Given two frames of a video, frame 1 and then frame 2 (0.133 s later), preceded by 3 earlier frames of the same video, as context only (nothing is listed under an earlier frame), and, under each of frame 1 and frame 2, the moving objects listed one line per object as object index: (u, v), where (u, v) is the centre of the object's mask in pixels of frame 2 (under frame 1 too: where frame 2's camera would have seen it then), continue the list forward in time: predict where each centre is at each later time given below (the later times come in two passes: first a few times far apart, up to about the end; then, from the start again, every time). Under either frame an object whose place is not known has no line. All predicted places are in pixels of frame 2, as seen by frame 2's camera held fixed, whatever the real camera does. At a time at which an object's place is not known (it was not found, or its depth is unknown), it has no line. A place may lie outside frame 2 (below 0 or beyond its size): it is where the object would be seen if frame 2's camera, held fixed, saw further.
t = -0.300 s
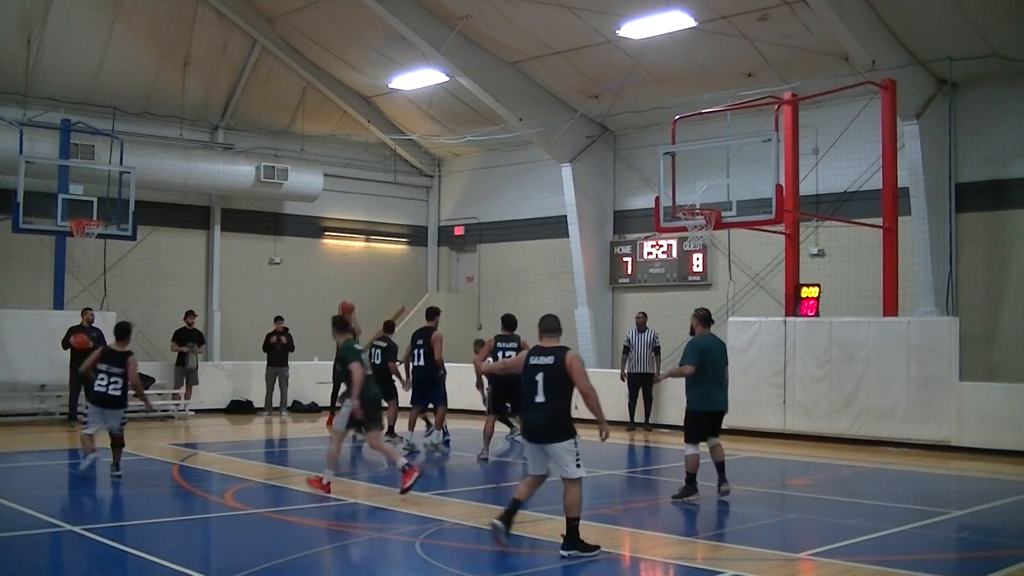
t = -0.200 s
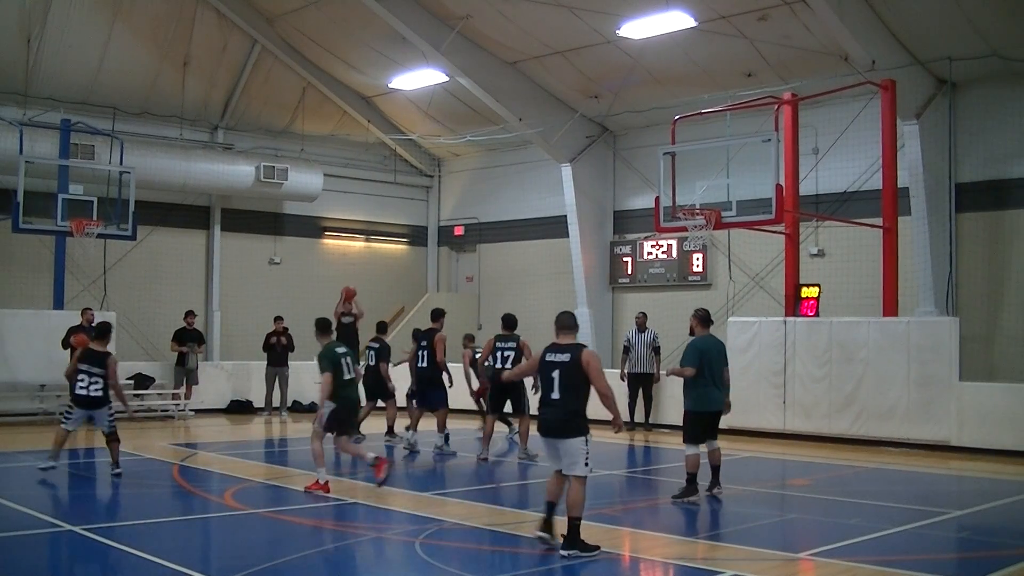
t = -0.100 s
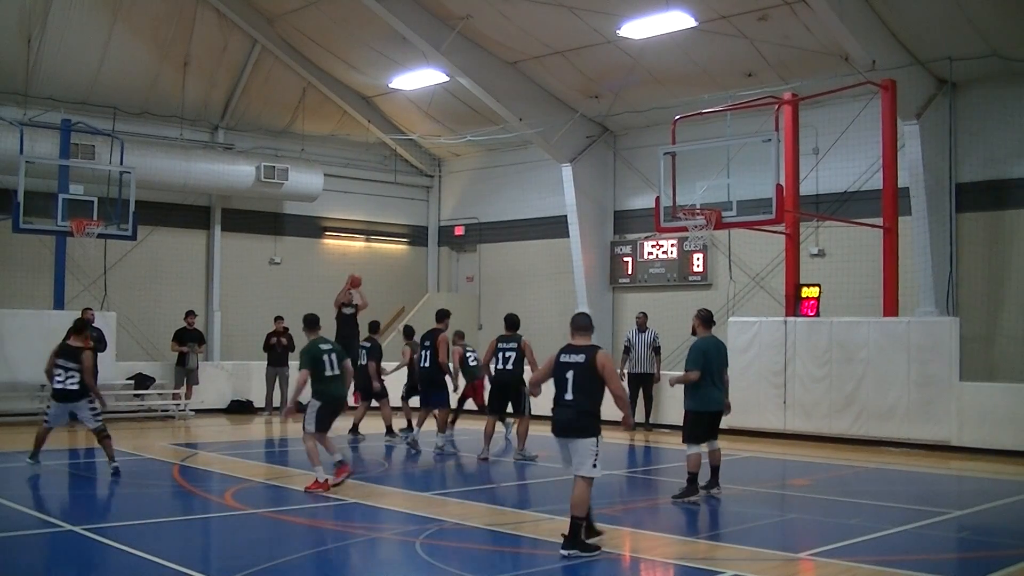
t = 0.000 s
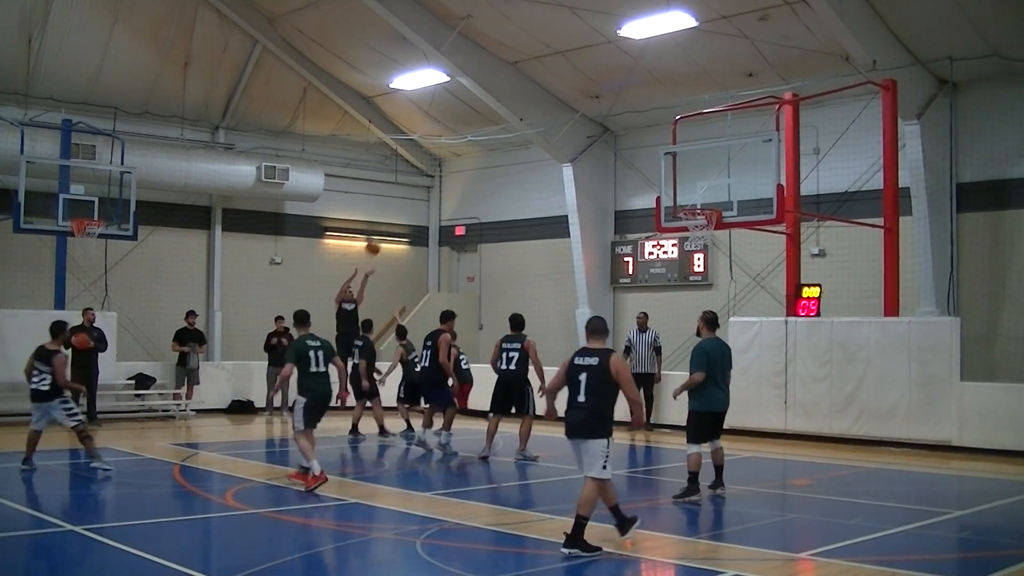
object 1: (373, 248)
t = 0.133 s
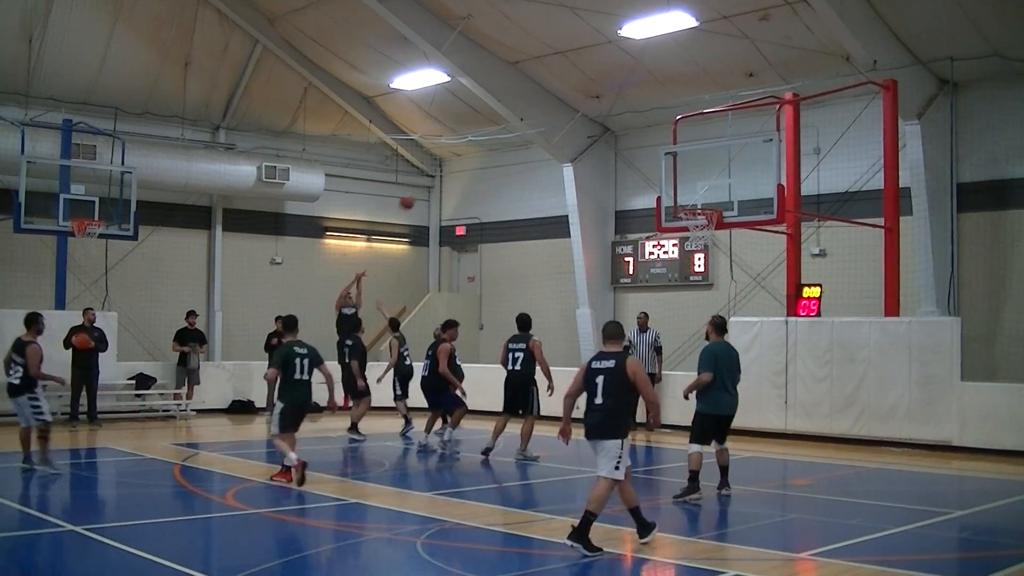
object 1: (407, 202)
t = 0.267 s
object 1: (442, 166)
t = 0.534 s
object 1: (517, 123)
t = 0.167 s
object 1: (415, 192)
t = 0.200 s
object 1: (424, 183)
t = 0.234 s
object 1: (433, 174)
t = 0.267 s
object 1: (442, 166)
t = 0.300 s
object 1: (450, 158)
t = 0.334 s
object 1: (460, 152)
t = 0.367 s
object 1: (469, 145)
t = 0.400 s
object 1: (477, 140)
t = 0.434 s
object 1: (487, 135)
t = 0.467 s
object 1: (497, 130)
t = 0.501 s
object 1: (507, 127)
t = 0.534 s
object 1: (517, 123)
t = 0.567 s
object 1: (527, 121)
